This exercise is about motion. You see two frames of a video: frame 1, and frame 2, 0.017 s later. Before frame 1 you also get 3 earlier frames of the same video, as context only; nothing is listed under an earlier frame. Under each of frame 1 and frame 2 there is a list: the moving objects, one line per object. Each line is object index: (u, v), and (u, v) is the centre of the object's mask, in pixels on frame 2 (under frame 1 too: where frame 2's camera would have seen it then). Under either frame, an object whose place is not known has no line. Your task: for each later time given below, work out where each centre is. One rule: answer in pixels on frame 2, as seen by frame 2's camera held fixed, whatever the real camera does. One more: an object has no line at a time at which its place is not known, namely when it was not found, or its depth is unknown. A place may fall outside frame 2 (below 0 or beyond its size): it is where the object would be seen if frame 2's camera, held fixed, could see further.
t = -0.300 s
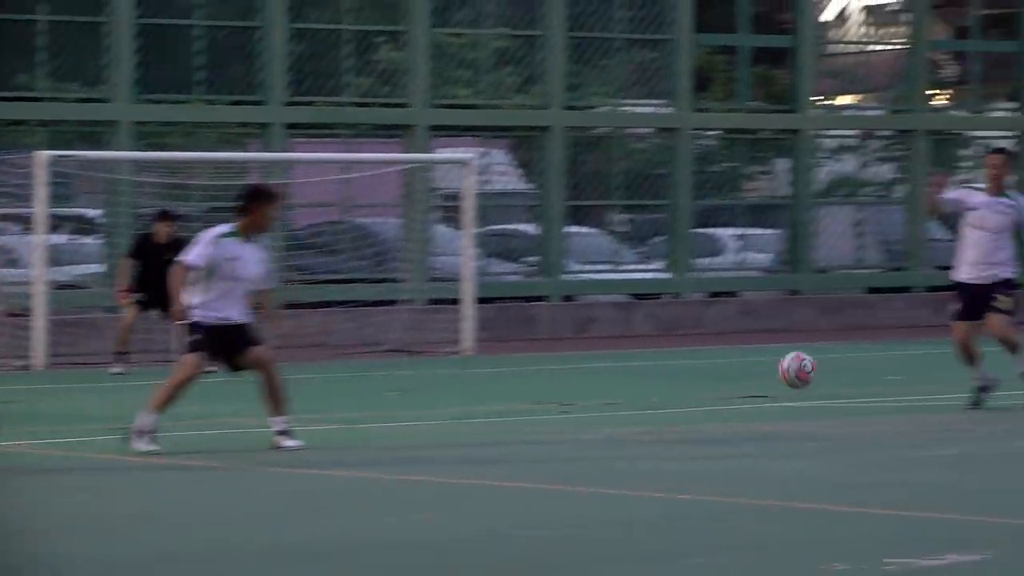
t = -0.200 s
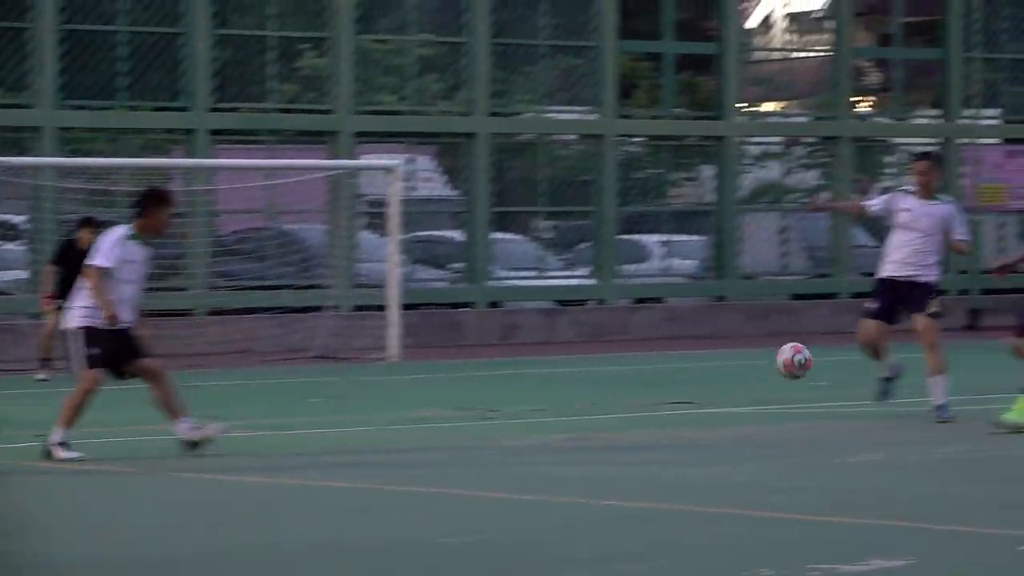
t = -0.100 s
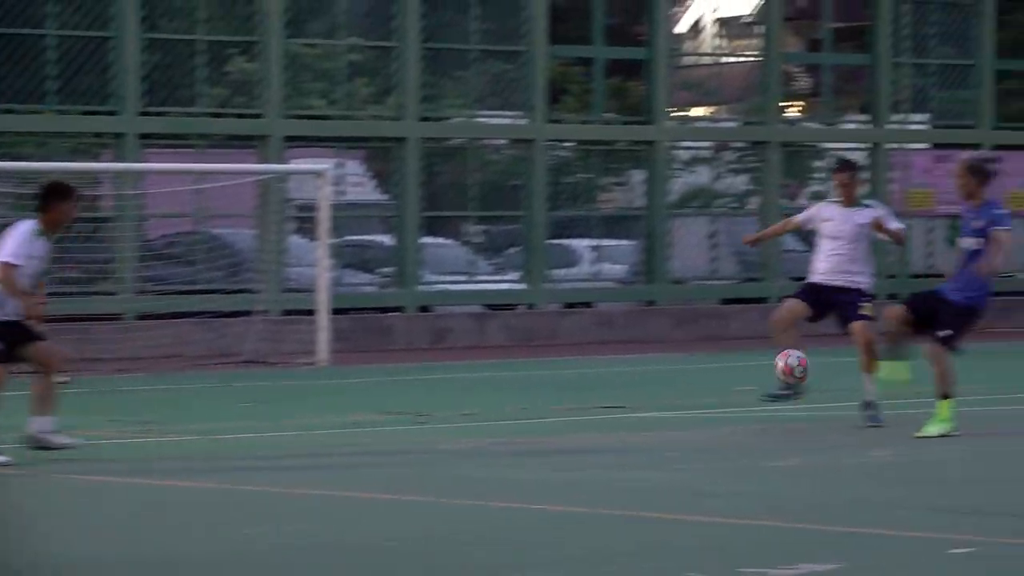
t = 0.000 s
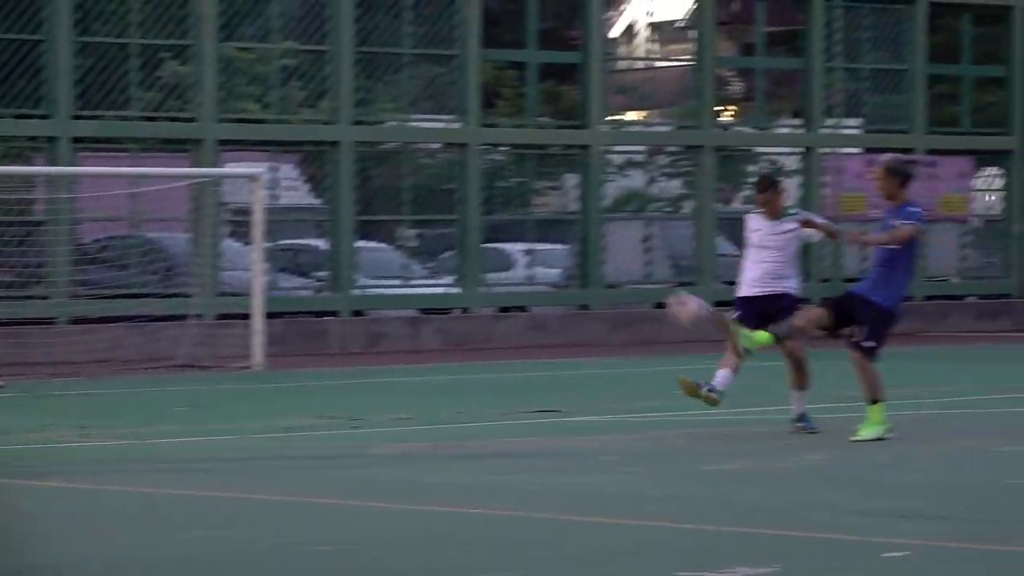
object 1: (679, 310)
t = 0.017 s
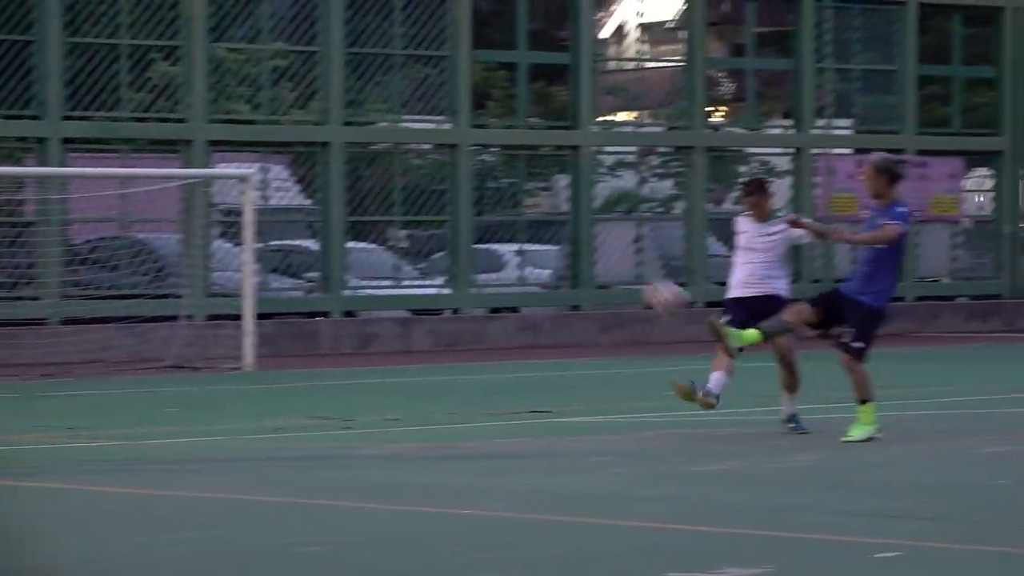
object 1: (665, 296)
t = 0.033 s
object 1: (653, 284)
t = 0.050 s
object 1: (638, 270)
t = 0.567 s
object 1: (302, 131)
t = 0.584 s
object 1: (293, 134)
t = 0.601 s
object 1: (285, 137)
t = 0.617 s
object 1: (276, 140)
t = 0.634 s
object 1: (268, 144)
